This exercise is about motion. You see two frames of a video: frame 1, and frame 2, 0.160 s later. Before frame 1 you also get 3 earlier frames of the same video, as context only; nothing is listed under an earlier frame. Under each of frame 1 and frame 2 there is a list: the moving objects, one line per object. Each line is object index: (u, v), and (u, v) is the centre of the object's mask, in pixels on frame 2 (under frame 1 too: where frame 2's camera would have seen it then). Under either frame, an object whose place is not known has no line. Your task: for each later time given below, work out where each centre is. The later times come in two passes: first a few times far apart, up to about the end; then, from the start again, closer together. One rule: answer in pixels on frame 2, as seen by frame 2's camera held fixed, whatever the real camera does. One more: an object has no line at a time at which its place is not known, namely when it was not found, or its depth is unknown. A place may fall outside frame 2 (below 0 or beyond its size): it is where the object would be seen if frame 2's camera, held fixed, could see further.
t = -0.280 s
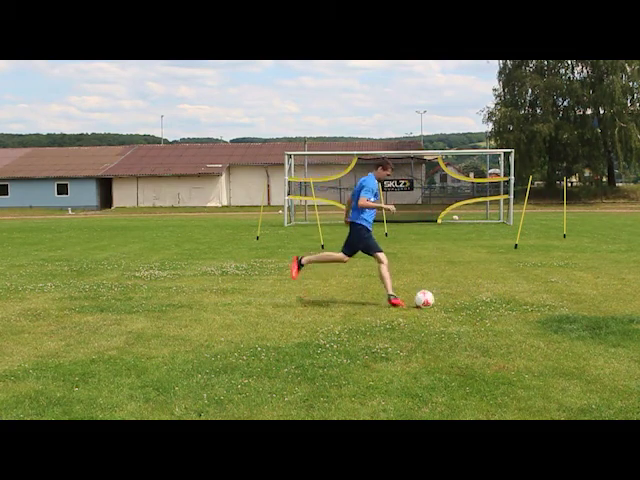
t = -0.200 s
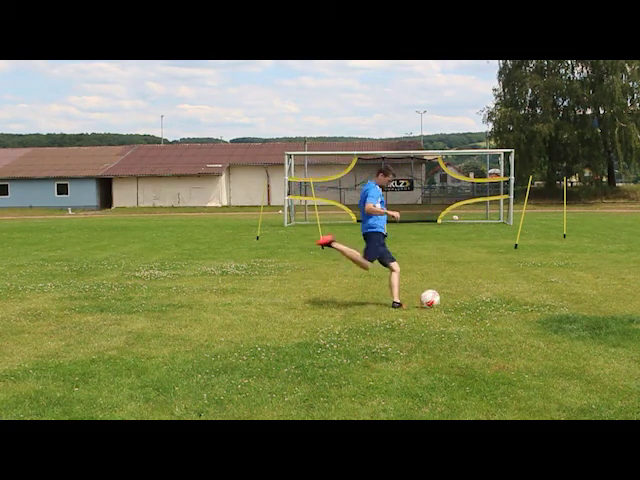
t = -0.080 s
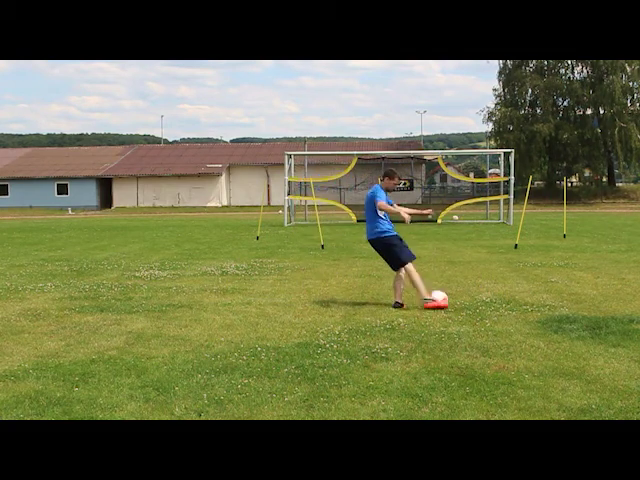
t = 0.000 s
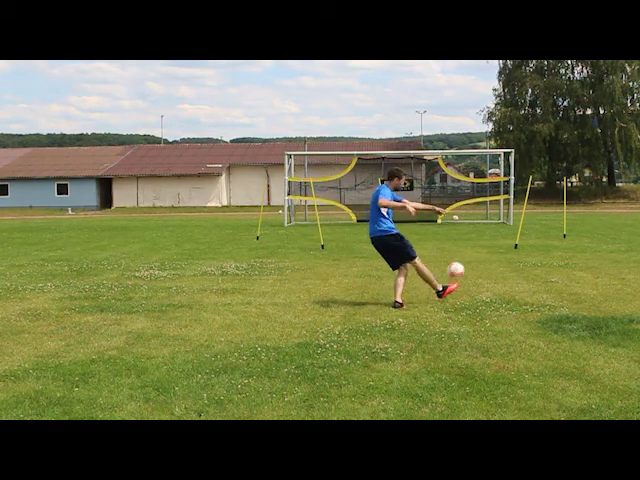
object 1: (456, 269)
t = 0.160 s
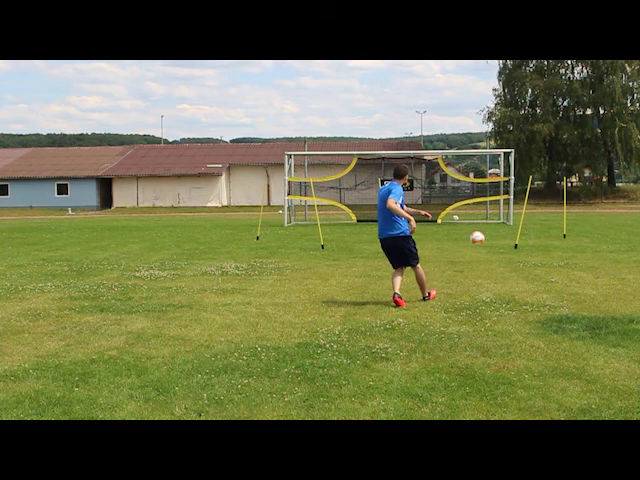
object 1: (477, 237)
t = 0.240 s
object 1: (483, 231)
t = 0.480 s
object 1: (491, 235)
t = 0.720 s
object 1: (490, 234)
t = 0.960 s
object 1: (489, 228)
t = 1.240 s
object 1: (487, 224)
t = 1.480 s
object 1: (486, 220)
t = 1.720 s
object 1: (485, 221)
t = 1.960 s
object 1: (485, 217)
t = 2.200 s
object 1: (485, 214)
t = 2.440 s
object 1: (485, 218)
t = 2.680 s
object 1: (484, 218)
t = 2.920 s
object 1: (483, 218)
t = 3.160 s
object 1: (483, 218)
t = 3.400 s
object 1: (481, 217)
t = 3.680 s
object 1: (480, 217)
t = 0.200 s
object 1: (480, 234)
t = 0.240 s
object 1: (483, 231)
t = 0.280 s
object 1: (485, 230)
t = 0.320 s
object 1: (487, 229)
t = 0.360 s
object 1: (488, 230)
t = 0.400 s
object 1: (490, 232)
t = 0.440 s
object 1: (490, 234)
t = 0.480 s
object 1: (491, 235)
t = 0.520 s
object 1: (491, 239)
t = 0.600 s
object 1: (491, 237)
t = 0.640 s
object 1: (491, 236)
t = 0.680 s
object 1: (491, 234)
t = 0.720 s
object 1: (490, 234)
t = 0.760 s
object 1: (490, 233)
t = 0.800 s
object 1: (490, 233)
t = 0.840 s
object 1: (490, 232)
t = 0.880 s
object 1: (490, 230)
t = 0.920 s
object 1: (489, 229)
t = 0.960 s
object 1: (489, 228)
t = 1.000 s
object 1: (489, 228)
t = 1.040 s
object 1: (488, 228)
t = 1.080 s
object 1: (488, 228)
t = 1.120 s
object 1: (488, 227)
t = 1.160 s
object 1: (488, 225)
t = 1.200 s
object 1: (488, 224)
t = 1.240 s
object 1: (487, 224)
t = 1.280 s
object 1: (487, 224)
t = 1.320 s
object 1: (487, 225)
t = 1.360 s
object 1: (487, 225)
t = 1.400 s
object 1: (487, 224)
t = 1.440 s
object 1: (487, 222)
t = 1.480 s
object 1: (486, 220)
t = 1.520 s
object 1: (486, 219)
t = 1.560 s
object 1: (486, 219)
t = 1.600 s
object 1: (486, 219)
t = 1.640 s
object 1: (485, 219)
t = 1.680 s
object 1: (485, 220)
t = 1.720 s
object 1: (485, 221)
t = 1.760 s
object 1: (485, 221)
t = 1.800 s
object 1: (485, 220)
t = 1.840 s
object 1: (485, 219)
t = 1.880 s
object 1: (486, 218)
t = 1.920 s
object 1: (485, 218)
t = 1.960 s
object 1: (485, 217)
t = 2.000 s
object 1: (485, 217)
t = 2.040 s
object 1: (485, 217)
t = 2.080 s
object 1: (486, 215)
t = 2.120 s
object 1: (485, 214)
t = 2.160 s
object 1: (485, 214)
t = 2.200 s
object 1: (485, 214)
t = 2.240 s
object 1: (485, 214)
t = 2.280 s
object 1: (485, 215)
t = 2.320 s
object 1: (485, 217)
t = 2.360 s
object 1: (485, 218)
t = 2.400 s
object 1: (485, 219)
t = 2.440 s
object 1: (485, 218)
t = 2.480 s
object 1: (485, 218)
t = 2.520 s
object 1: (485, 218)
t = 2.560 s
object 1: (484, 218)
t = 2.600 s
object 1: (484, 218)
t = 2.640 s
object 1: (484, 219)
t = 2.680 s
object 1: (484, 218)
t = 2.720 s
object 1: (483, 218)
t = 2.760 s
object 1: (483, 218)
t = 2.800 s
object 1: (483, 218)
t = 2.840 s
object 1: (483, 218)
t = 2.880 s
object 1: (483, 218)
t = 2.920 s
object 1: (483, 218)
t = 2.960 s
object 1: (483, 218)
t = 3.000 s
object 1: (483, 218)
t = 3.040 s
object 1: (483, 218)
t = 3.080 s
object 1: (482, 218)
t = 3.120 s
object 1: (482, 218)
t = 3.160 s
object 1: (483, 218)
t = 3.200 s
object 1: (482, 218)
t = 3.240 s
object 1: (482, 218)
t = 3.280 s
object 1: (482, 218)
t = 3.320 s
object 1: (481, 217)
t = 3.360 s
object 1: (481, 217)
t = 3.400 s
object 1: (481, 217)
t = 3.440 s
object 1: (481, 217)
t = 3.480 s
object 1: (480, 217)
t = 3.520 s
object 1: (480, 217)
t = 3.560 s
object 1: (480, 217)
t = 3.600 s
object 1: (480, 217)
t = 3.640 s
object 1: (481, 217)
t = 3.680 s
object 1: (480, 217)
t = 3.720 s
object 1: (480, 217)
